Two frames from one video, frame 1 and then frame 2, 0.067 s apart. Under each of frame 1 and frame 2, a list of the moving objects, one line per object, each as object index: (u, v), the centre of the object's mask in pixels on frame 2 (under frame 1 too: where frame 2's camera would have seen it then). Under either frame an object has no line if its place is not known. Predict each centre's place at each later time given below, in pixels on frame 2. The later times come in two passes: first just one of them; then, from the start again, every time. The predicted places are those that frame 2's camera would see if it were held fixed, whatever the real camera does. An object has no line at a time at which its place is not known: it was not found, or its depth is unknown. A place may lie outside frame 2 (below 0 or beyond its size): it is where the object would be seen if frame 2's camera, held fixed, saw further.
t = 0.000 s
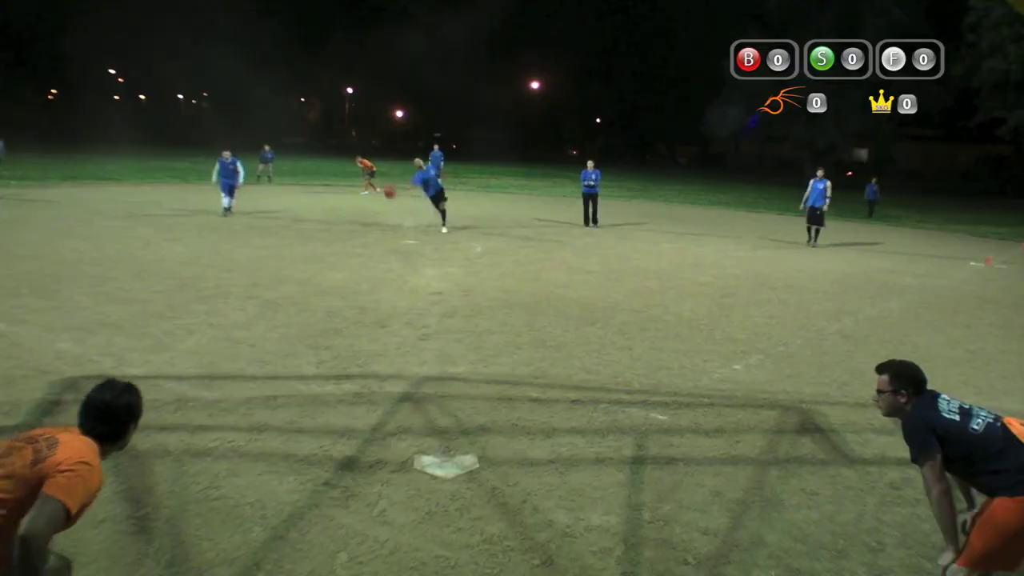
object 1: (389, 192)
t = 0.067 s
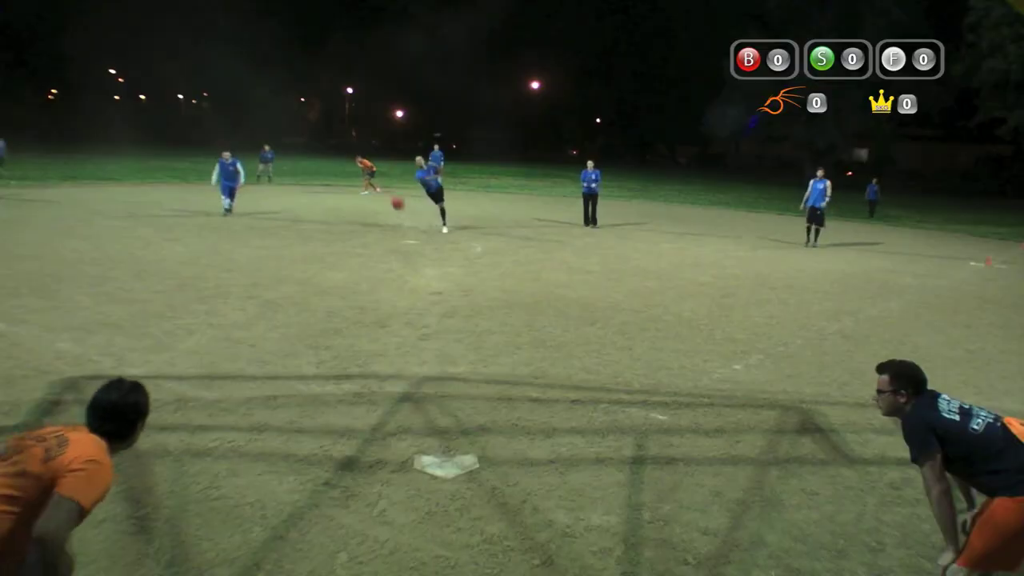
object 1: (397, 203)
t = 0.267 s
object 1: (423, 255)
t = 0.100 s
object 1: (402, 210)
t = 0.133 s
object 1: (405, 217)
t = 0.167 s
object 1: (410, 225)
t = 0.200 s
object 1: (414, 234)
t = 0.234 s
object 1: (419, 245)
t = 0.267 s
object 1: (423, 255)
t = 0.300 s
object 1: (427, 267)
